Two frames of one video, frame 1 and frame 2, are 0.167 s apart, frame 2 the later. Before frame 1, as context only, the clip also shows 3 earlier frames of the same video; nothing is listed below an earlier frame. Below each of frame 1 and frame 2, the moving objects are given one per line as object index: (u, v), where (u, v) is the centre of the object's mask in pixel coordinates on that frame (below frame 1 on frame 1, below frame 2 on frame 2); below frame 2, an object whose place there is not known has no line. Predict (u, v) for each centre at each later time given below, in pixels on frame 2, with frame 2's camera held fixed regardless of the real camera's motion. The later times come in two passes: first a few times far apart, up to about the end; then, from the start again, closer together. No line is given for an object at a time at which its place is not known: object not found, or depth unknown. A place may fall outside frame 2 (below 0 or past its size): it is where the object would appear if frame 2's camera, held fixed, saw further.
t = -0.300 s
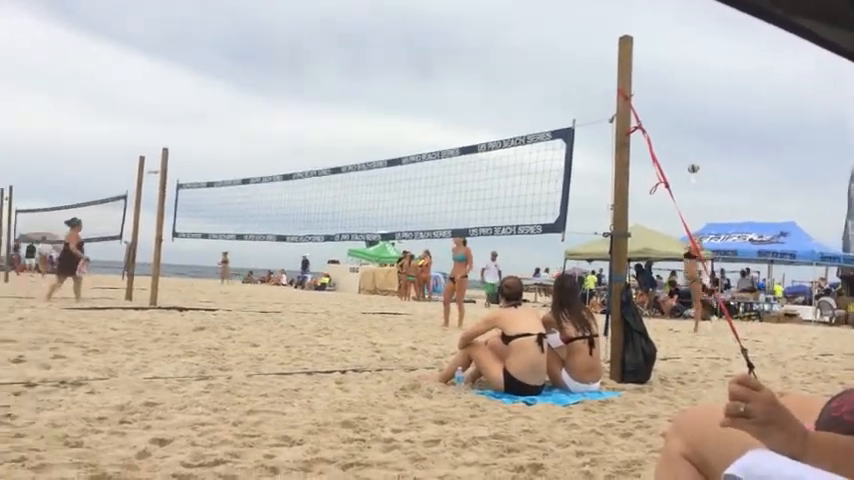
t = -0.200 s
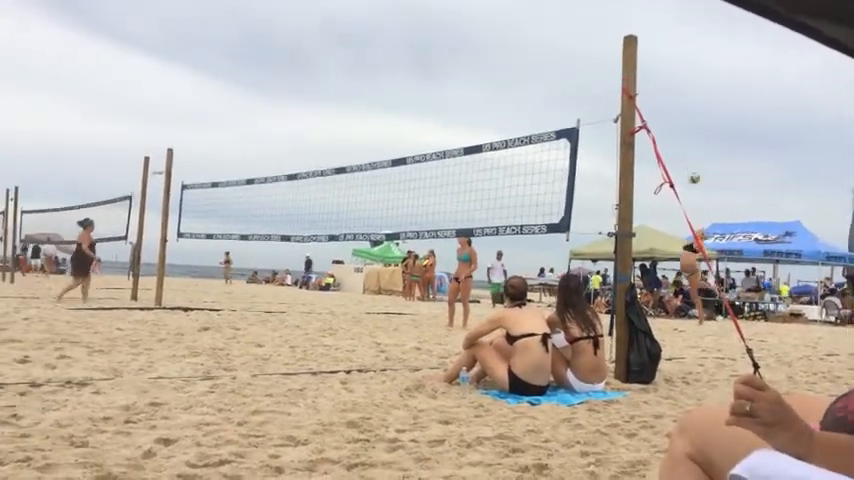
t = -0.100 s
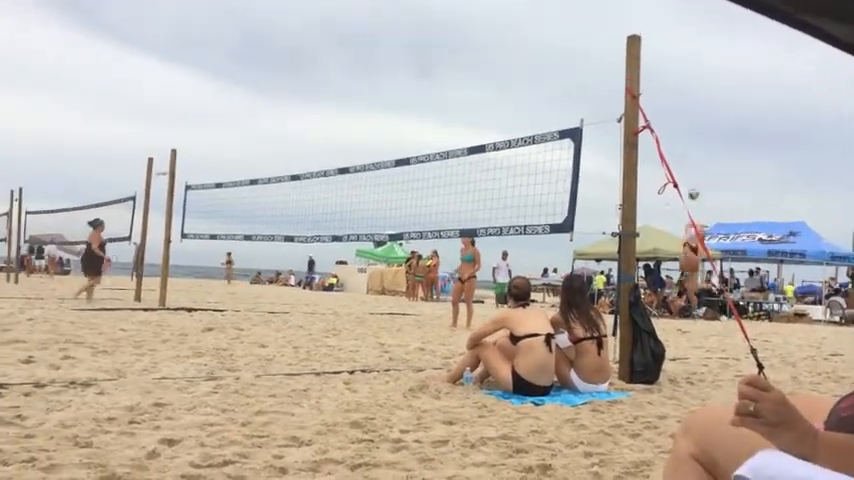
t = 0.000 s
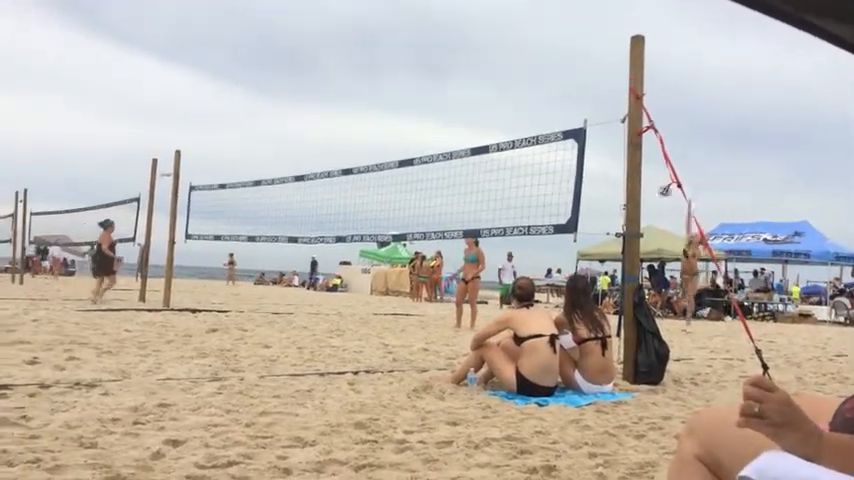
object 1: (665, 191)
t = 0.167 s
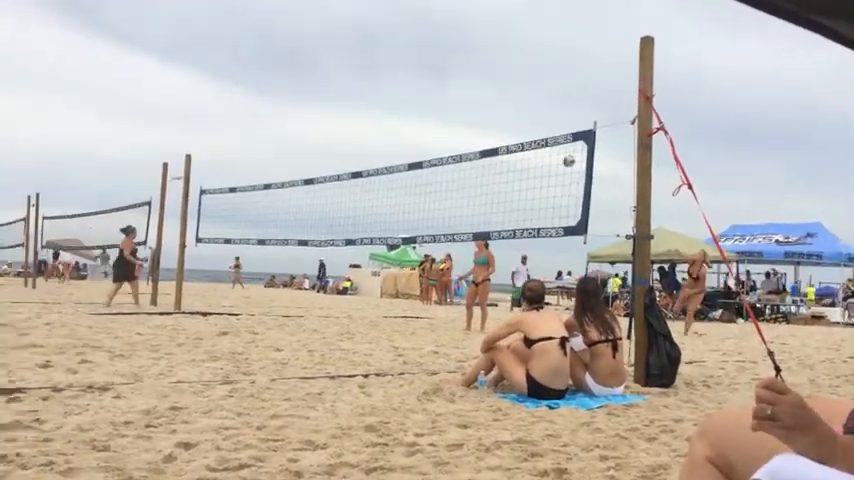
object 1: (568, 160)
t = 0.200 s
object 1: (546, 157)
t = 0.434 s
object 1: (372, 145)
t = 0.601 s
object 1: (226, 163)
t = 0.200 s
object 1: (546, 157)
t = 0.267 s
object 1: (497, 145)
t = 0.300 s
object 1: (475, 147)
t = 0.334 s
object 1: (450, 146)
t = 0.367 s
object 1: (425, 145)
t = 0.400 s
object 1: (398, 145)
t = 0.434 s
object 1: (372, 145)
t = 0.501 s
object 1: (315, 149)
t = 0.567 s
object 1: (255, 157)
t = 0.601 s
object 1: (226, 163)
